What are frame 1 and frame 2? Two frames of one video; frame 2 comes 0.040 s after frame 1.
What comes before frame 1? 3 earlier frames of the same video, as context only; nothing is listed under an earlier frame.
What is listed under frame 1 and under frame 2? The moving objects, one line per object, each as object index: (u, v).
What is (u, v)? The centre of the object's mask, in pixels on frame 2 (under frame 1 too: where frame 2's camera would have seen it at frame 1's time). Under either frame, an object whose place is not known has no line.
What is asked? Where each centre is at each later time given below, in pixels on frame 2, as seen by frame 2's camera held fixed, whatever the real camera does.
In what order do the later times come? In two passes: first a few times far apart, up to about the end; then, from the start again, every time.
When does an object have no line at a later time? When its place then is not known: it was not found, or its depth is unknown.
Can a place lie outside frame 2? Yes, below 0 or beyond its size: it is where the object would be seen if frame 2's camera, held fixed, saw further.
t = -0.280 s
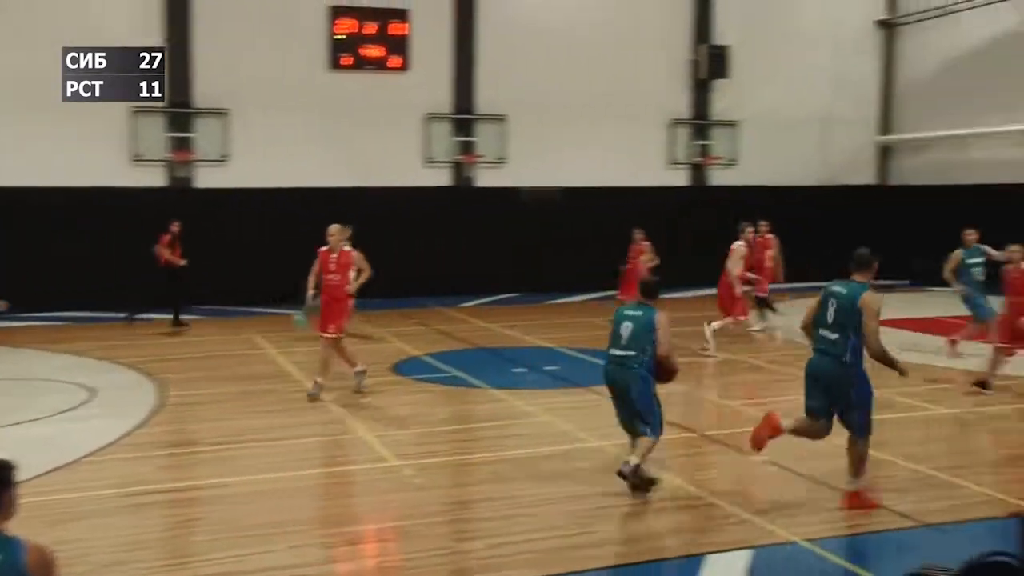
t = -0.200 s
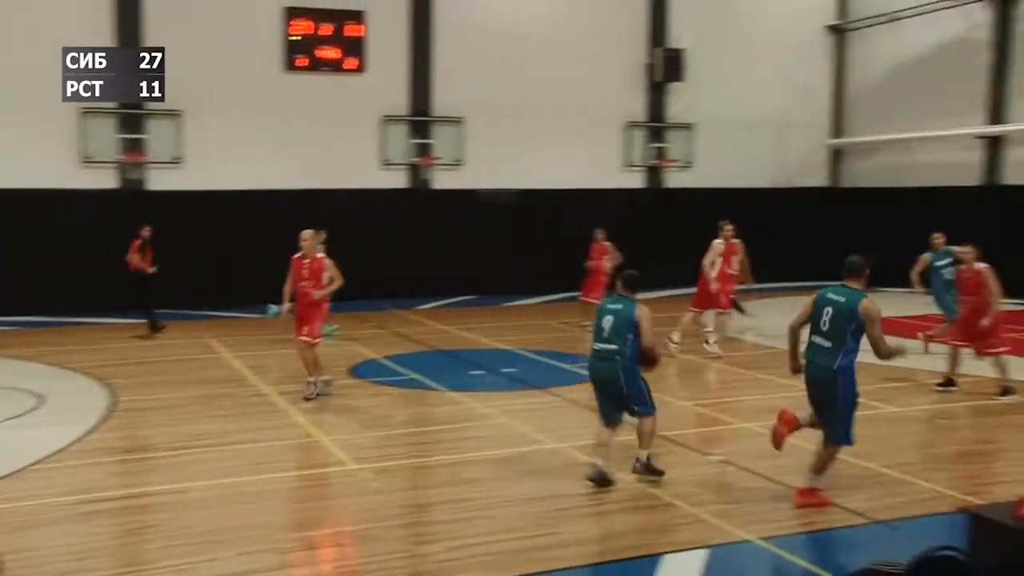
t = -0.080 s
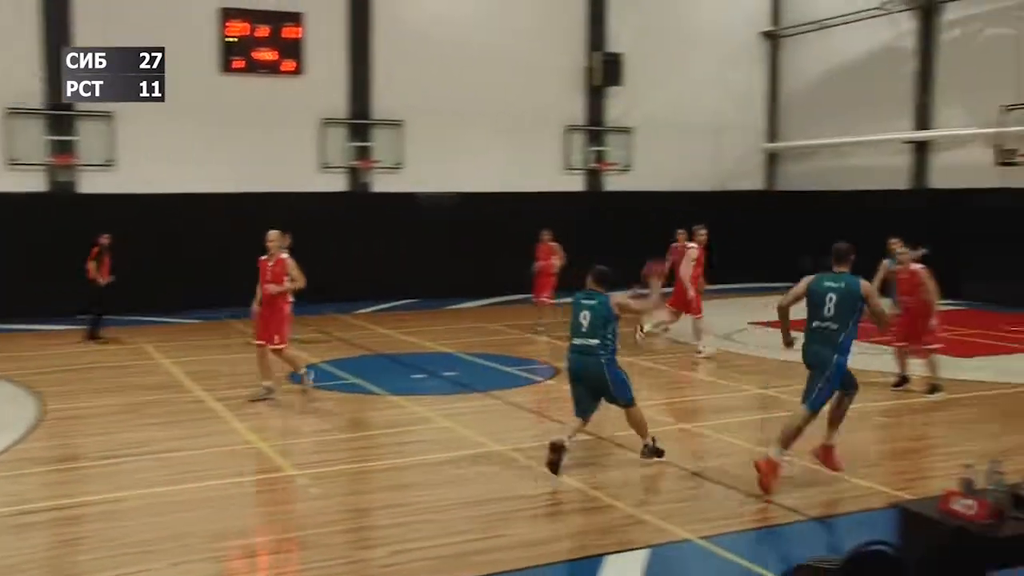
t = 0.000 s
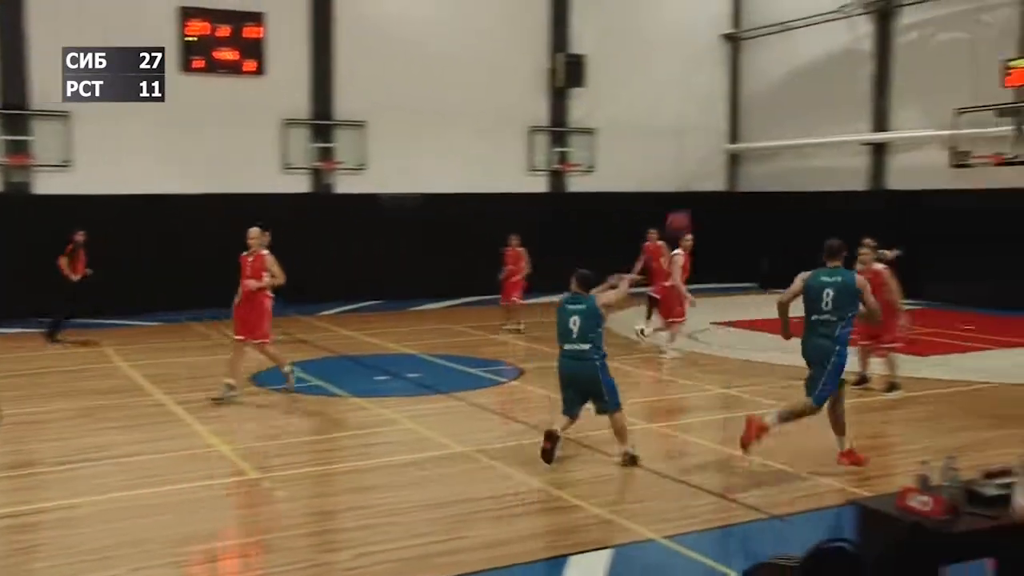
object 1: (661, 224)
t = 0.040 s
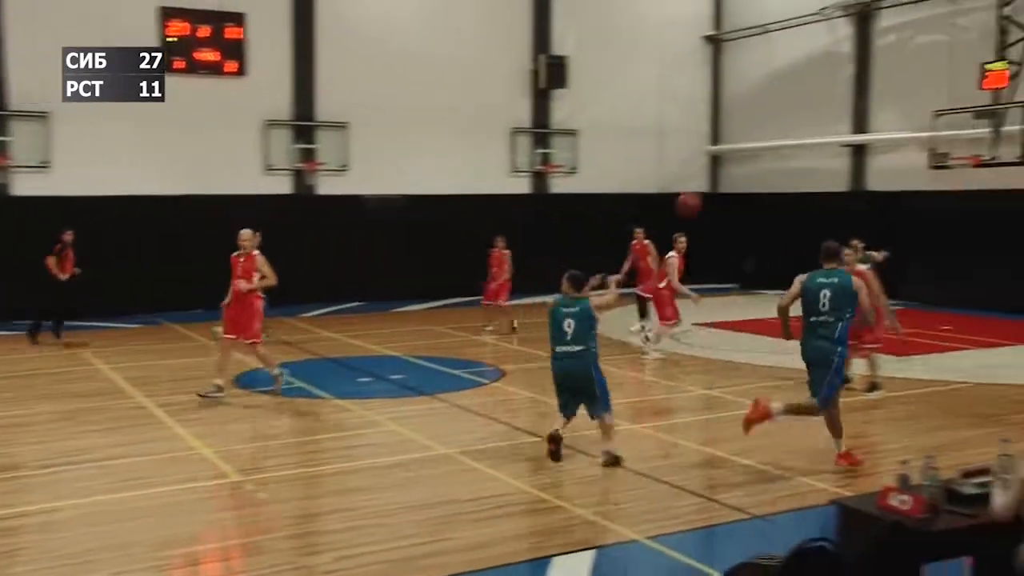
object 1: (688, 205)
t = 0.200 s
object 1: (784, 144)
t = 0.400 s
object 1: (875, 109)
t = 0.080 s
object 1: (714, 185)
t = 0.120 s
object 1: (739, 170)
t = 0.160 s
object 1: (762, 156)
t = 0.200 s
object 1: (784, 144)
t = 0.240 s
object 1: (804, 134)
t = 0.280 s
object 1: (823, 126)
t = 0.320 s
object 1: (839, 119)
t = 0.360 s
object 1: (857, 112)
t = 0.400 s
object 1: (875, 109)
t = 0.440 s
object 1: (890, 106)
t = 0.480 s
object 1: (905, 104)
